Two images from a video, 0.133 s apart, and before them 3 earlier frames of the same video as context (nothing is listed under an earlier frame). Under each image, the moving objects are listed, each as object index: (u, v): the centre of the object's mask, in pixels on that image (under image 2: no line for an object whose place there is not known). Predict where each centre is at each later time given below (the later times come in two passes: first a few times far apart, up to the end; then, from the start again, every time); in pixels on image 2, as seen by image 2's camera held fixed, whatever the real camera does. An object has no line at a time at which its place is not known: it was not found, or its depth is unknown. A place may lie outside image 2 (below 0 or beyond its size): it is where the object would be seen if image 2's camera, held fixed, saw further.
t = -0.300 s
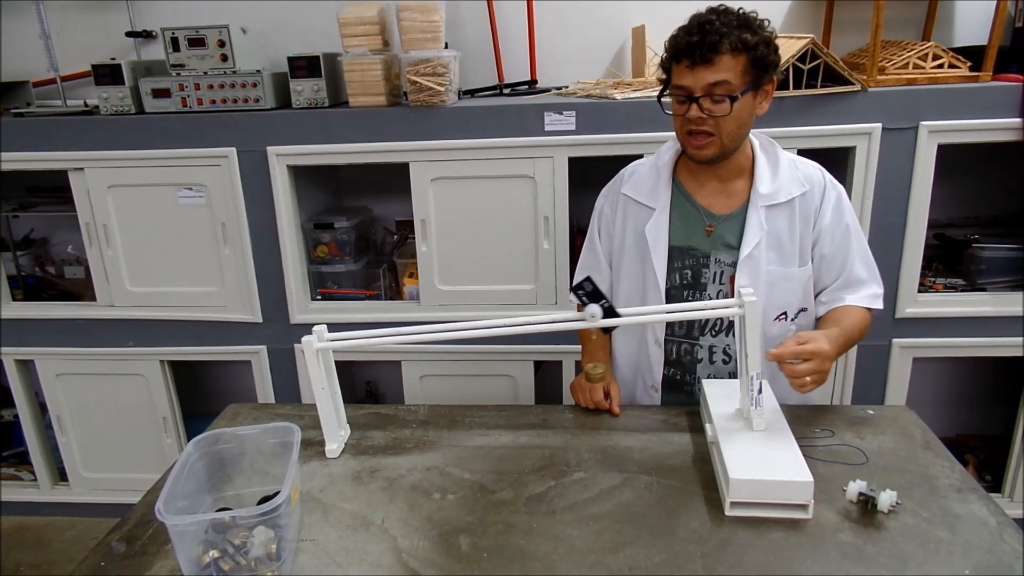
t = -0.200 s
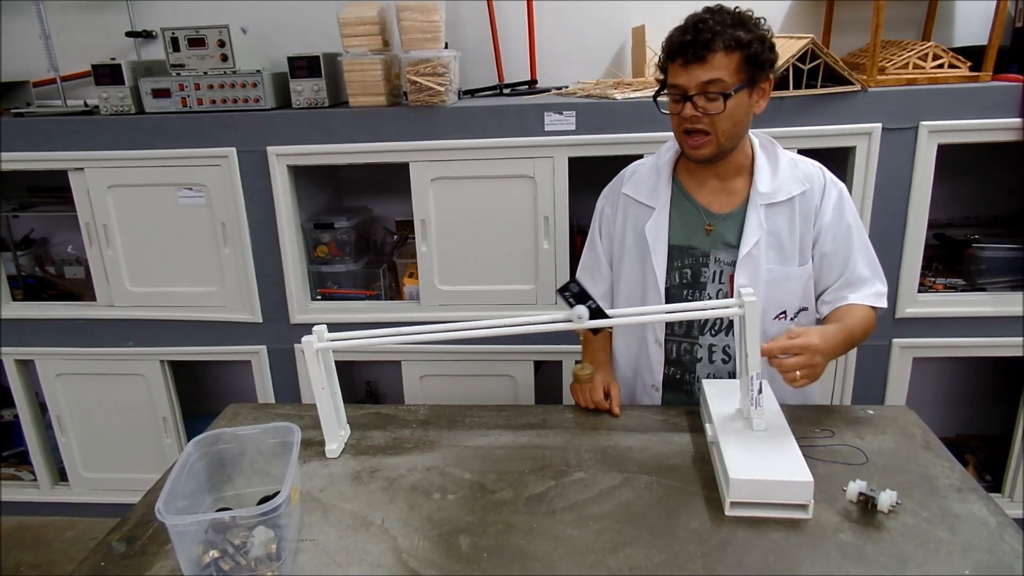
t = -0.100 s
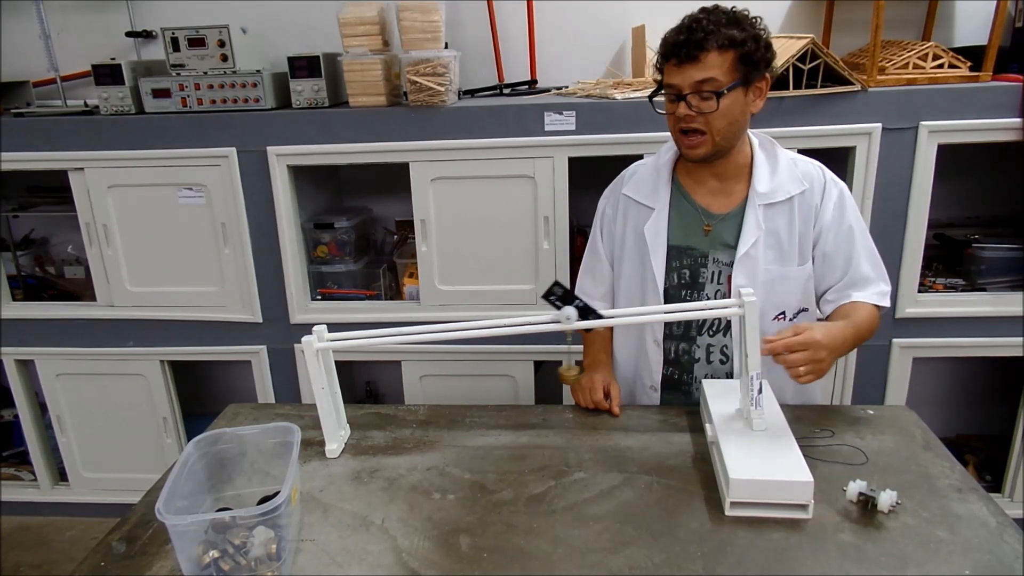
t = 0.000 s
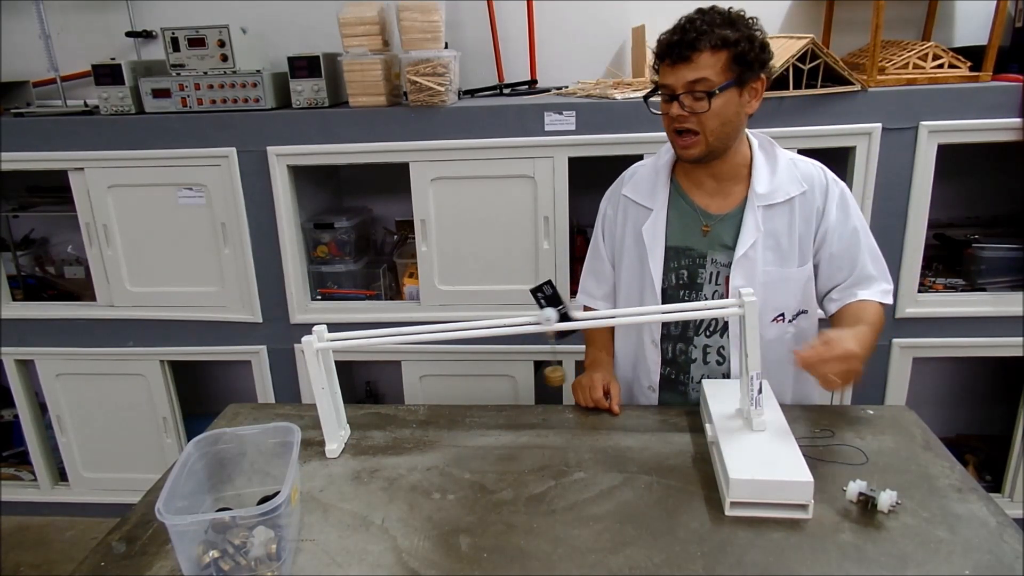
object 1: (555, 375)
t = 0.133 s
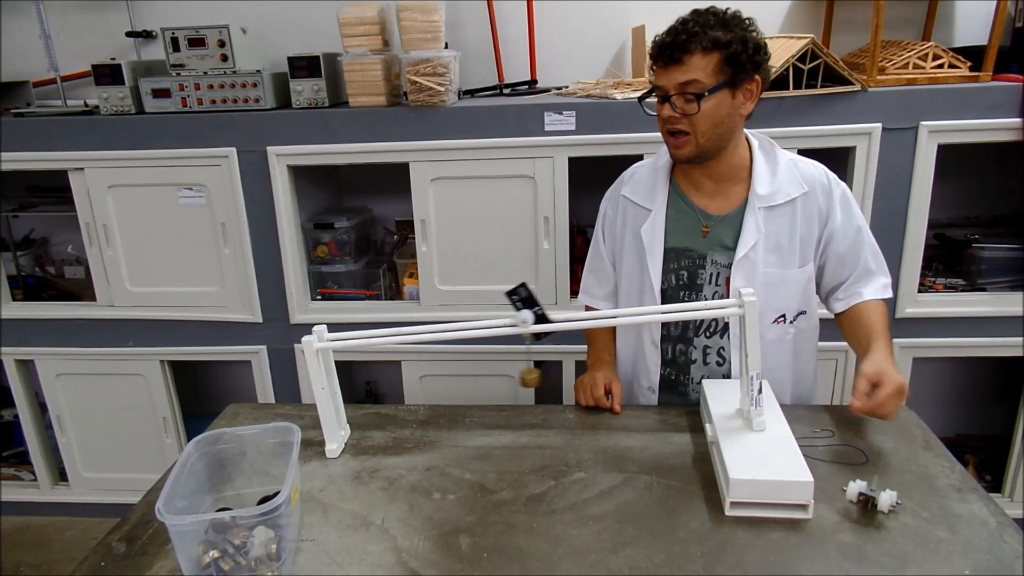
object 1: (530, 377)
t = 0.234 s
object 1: (508, 379)
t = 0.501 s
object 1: (440, 384)
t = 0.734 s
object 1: (368, 390)
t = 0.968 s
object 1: (339, 390)
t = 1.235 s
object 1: (339, 390)
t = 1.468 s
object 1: (339, 390)
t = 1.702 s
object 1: (339, 390)
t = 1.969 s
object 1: (339, 390)
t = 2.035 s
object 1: (339, 390)
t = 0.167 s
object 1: (523, 378)
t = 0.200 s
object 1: (515, 378)
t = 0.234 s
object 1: (508, 379)
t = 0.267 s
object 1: (500, 379)
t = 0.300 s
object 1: (493, 380)
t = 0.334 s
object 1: (485, 380)
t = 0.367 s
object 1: (477, 381)
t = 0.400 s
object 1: (468, 382)
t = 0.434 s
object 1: (459, 382)
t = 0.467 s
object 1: (450, 383)
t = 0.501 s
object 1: (440, 384)
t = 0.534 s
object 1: (429, 384)
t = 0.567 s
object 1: (420, 385)
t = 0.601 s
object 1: (409, 386)
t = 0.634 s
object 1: (399, 387)
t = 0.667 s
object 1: (389, 388)
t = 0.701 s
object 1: (379, 389)
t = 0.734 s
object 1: (368, 390)
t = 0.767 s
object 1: (358, 390)
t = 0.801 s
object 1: (348, 391)
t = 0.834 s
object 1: (339, 391)
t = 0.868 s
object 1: (339, 391)
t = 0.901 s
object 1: (339, 390)
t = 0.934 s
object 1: (339, 390)
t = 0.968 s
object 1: (339, 390)
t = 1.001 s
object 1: (339, 390)
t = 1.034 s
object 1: (339, 391)
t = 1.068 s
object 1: (339, 391)
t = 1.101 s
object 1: (339, 390)
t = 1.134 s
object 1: (339, 391)
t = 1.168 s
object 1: (339, 390)
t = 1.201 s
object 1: (339, 390)
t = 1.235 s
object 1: (339, 390)
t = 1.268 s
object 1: (339, 390)
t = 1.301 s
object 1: (339, 390)
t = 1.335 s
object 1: (339, 390)
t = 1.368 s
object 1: (339, 390)
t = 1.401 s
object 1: (339, 390)
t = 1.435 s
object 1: (339, 390)
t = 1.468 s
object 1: (339, 390)
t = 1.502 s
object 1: (339, 390)
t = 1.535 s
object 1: (339, 390)
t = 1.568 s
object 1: (339, 390)
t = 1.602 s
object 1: (339, 390)
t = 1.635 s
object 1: (339, 390)
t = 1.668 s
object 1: (339, 390)
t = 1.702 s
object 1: (339, 390)
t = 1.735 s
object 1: (339, 390)
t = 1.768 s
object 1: (339, 390)
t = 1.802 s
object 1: (339, 391)
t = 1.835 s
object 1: (339, 391)
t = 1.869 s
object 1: (339, 391)
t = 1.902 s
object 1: (339, 391)
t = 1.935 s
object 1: (339, 391)
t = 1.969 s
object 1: (339, 390)
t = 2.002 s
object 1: (339, 390)
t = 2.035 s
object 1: (339, 390)
